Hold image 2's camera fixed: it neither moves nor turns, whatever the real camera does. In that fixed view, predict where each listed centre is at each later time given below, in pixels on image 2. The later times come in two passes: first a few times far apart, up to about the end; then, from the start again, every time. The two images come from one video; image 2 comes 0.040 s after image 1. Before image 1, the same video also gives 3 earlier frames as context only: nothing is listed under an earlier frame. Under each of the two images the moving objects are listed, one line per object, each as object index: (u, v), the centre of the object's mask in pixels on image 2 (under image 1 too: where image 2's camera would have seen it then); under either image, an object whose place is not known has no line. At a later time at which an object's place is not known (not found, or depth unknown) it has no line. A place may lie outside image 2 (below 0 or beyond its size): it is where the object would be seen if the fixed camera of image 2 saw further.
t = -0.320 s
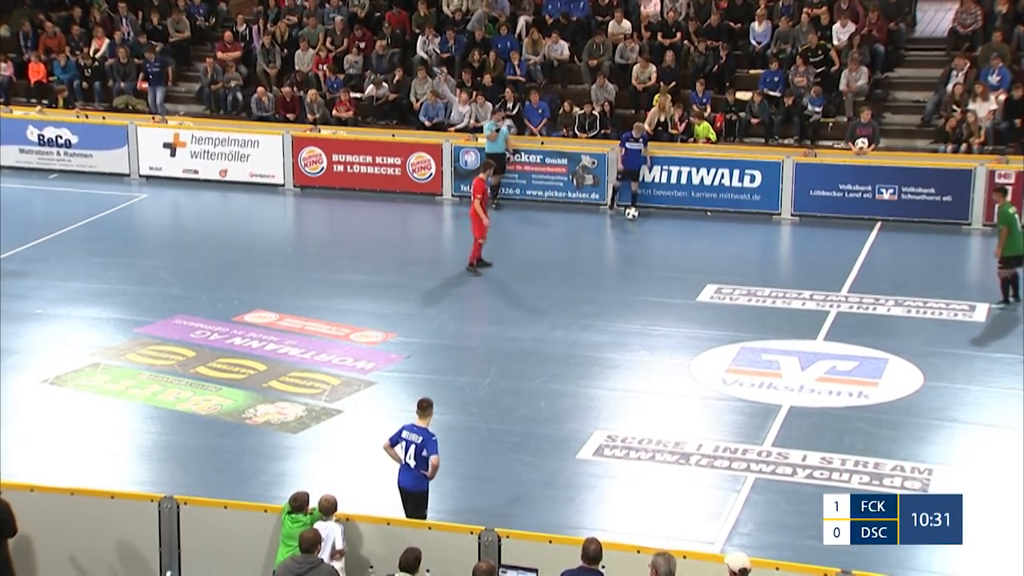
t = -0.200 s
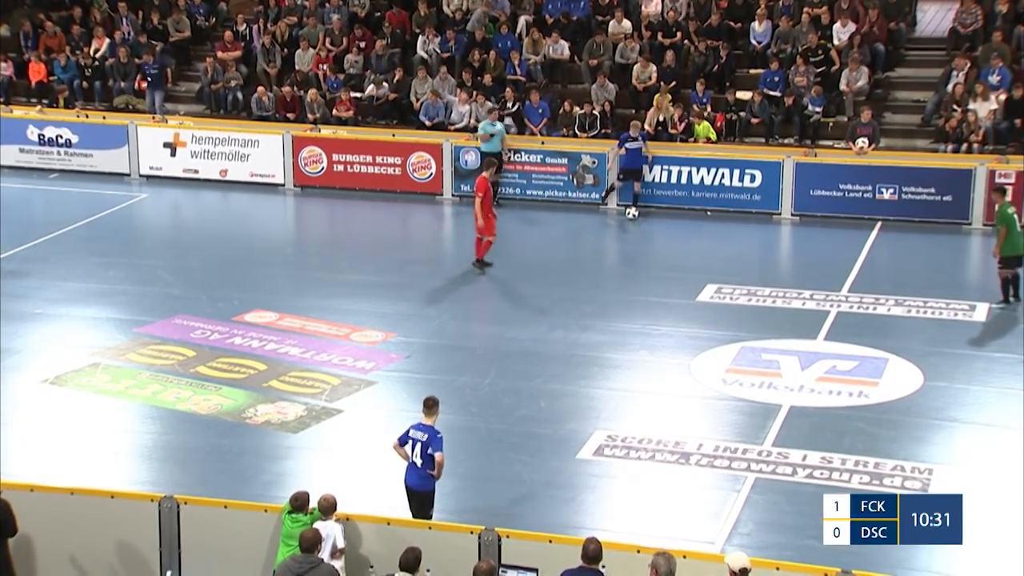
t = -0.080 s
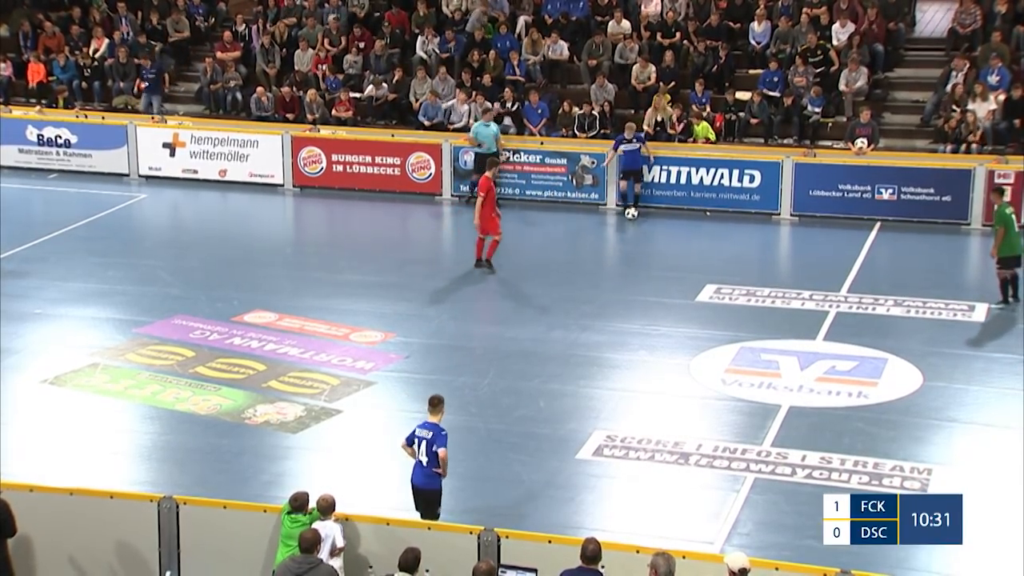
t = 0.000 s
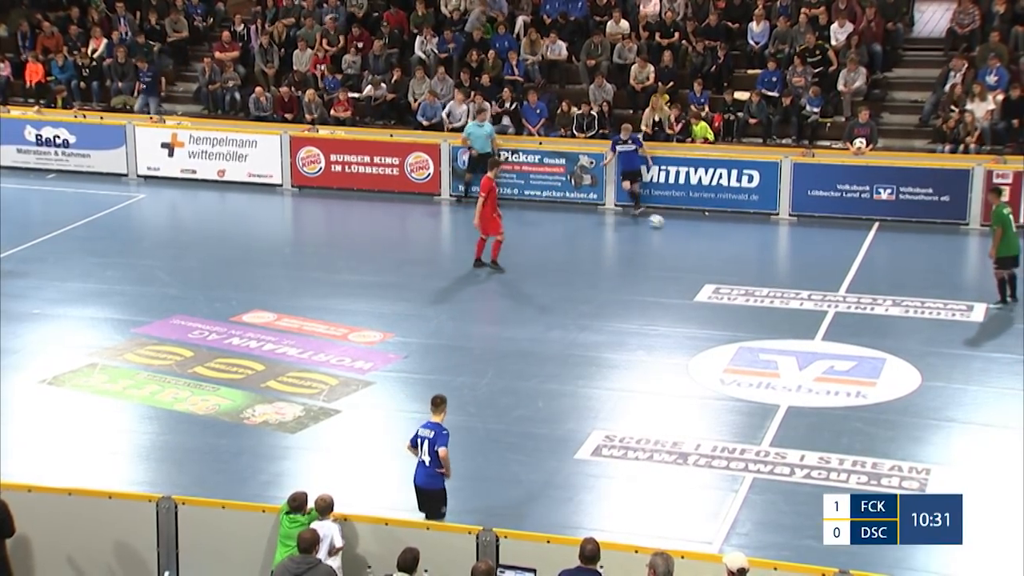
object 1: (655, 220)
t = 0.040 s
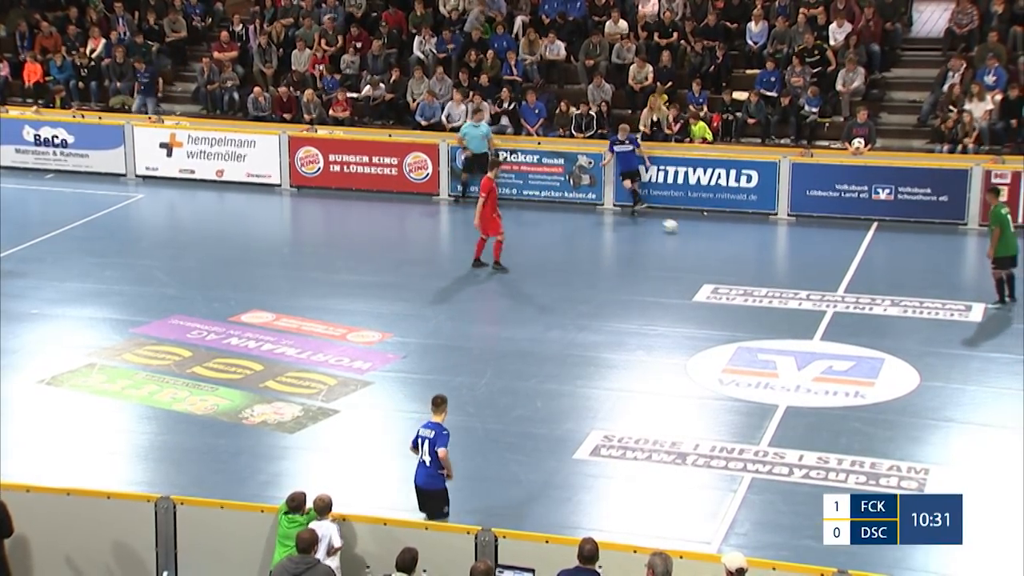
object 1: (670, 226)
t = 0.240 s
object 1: (742, 247)
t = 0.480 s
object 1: (822, 271)
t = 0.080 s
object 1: (684, 230)
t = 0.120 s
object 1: (699, 235)
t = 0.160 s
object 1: (714, 239)
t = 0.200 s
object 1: (728, 243)
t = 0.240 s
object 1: (742, 247)
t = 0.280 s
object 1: (756, 251)
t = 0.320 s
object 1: (769, 255)
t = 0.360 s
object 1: (783, 259)
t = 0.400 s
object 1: (796, 263)
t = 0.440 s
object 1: (809, 267)
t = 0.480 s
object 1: (822, 271)
